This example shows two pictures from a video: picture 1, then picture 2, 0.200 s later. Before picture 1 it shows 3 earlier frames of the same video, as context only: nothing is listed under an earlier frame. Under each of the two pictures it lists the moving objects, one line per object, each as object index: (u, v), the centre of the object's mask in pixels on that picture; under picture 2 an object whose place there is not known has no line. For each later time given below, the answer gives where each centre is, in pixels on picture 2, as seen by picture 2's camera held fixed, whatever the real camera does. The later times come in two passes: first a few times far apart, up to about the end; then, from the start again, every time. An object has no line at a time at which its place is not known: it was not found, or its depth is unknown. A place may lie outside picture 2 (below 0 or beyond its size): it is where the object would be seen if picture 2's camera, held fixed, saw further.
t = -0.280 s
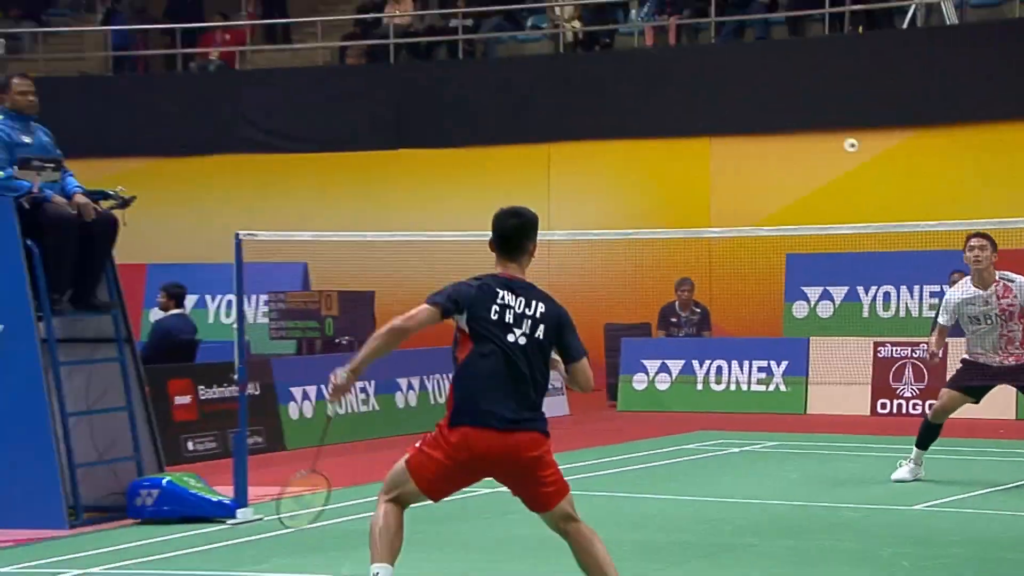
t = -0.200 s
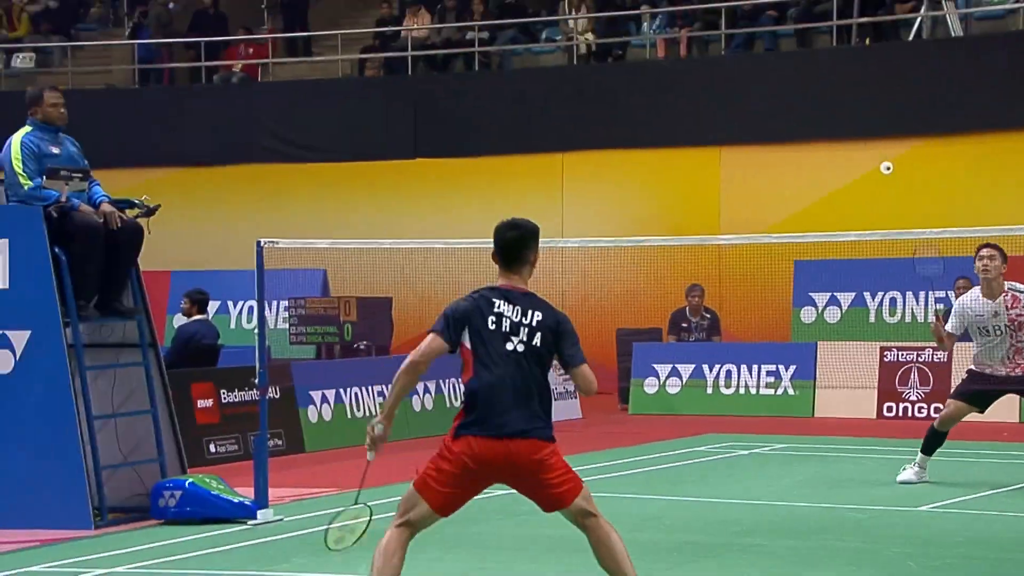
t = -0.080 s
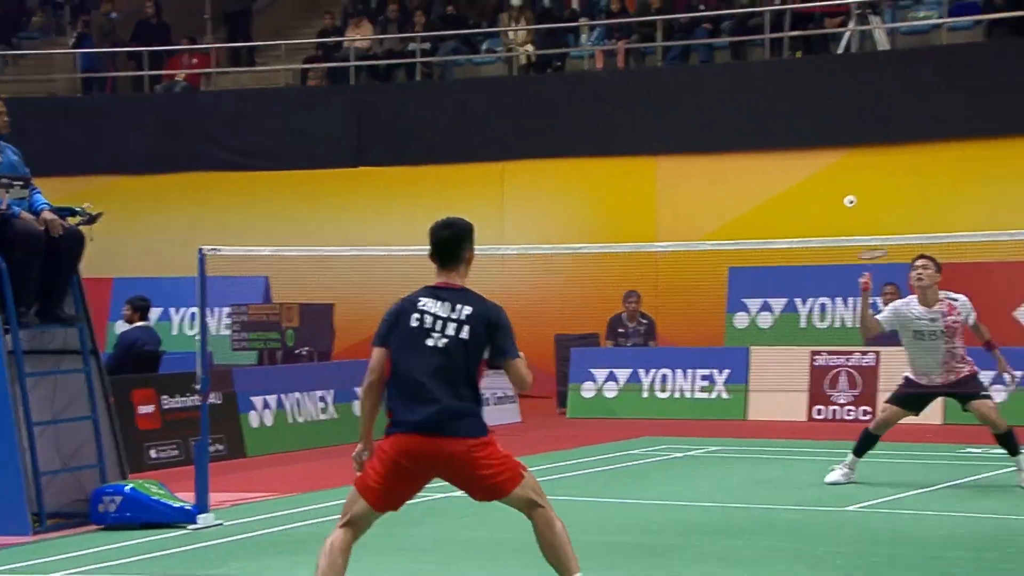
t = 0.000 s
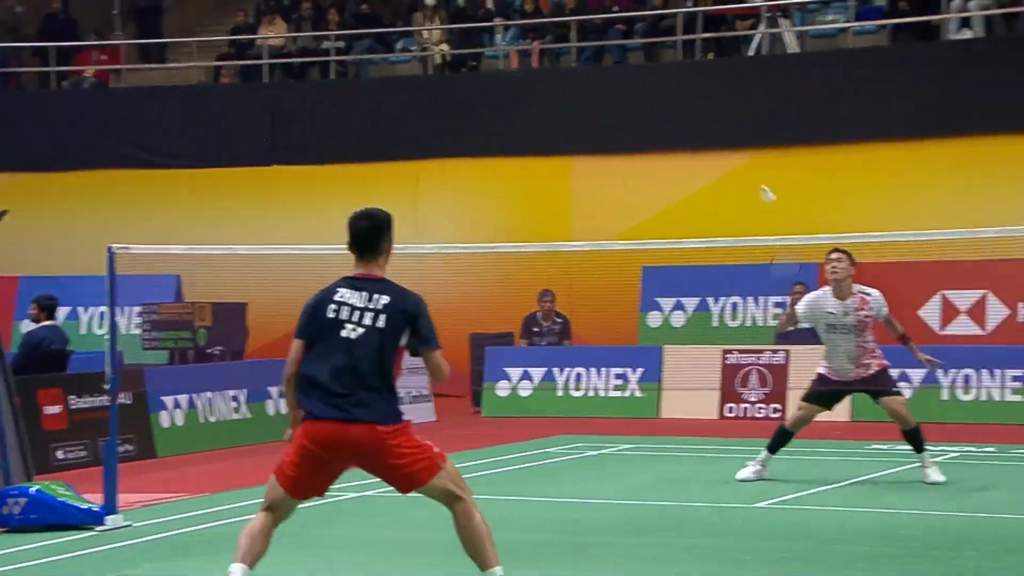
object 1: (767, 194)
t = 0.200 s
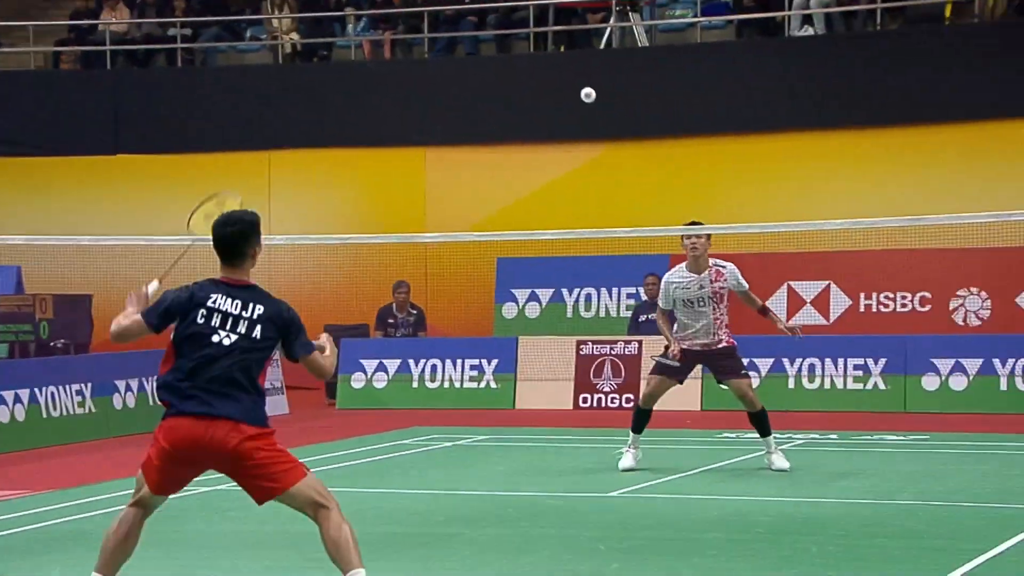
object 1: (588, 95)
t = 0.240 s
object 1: (584, 85)
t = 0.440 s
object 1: (573, 67)
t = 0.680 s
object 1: (562, 63)
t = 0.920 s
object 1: (548, 83)
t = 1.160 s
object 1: (525, 196)
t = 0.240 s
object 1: (584, 85)
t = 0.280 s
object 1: (581, 79)
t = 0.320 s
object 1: (579, 75)
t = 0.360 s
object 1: (577, 72)
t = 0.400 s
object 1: (575, 69)
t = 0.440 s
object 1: (573, 67)
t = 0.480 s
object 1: (571, 65)
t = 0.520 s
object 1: (569, 64)
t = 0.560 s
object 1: (567, 63)
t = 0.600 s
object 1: (565, 63)
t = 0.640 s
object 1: (563, 63)
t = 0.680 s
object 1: (562, 63)
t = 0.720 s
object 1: (560, 64)
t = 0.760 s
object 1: (558, 66)
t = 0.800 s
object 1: (556, 67)
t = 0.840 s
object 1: (554, 71)
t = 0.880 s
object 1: (551, 75)
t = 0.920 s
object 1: (548, 83)
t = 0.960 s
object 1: (544, 95)
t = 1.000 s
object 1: (541, 107)
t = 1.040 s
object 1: (537, 124)
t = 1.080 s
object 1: (534, 145)
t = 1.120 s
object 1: (529, 169)
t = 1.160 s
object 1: (525, 196)
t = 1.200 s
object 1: (520, 227)
